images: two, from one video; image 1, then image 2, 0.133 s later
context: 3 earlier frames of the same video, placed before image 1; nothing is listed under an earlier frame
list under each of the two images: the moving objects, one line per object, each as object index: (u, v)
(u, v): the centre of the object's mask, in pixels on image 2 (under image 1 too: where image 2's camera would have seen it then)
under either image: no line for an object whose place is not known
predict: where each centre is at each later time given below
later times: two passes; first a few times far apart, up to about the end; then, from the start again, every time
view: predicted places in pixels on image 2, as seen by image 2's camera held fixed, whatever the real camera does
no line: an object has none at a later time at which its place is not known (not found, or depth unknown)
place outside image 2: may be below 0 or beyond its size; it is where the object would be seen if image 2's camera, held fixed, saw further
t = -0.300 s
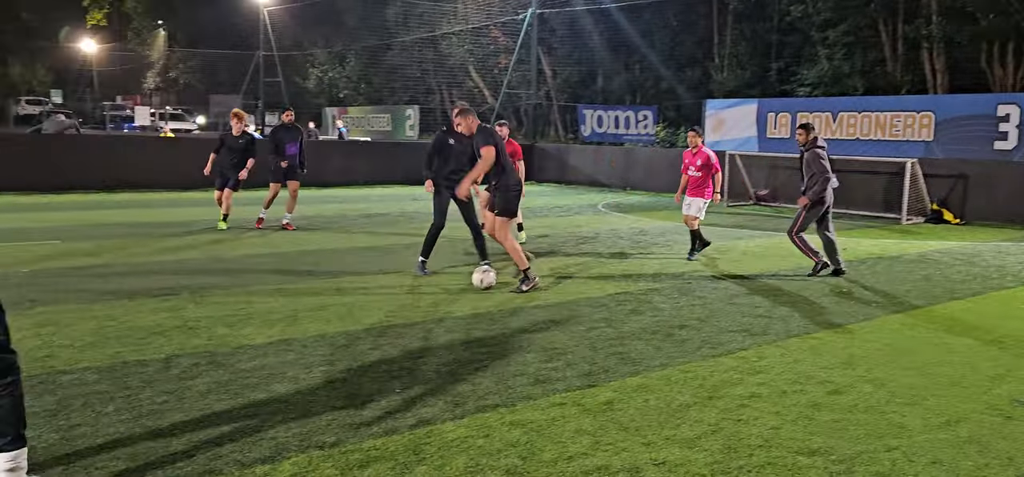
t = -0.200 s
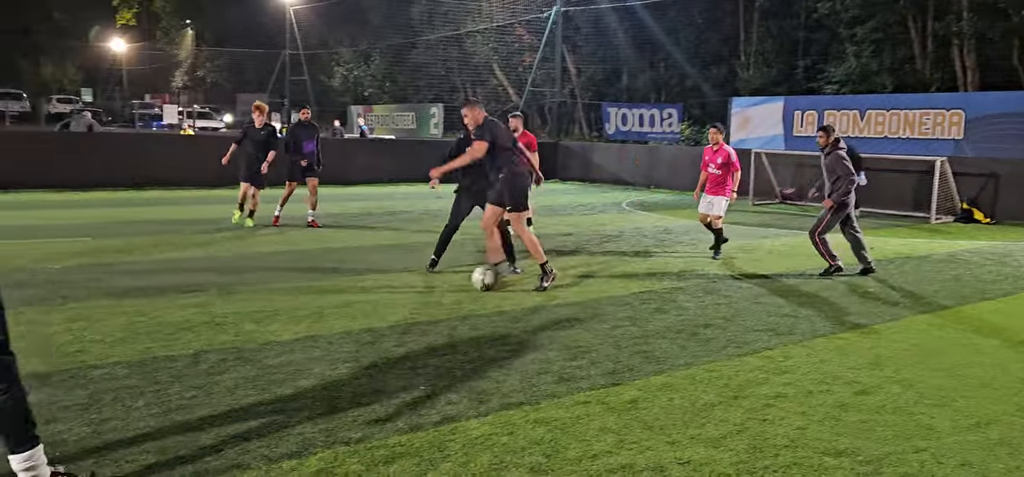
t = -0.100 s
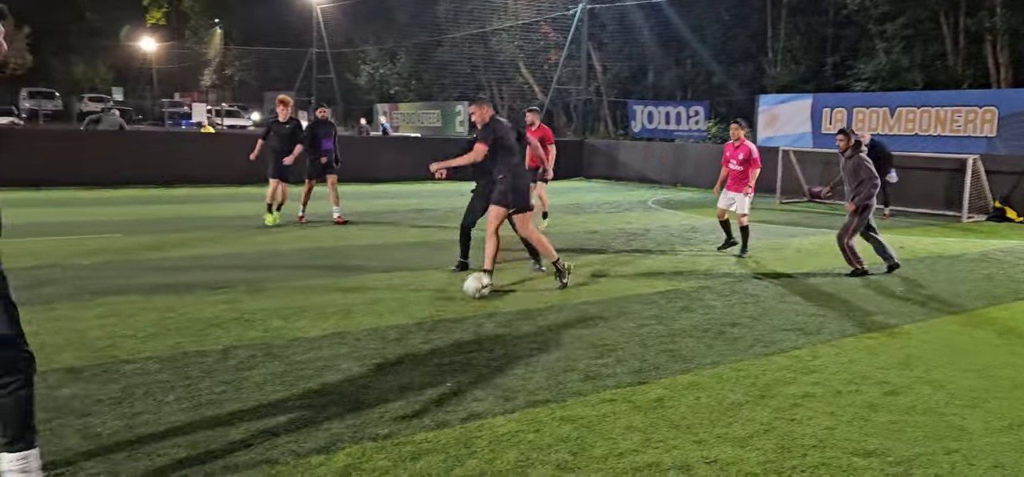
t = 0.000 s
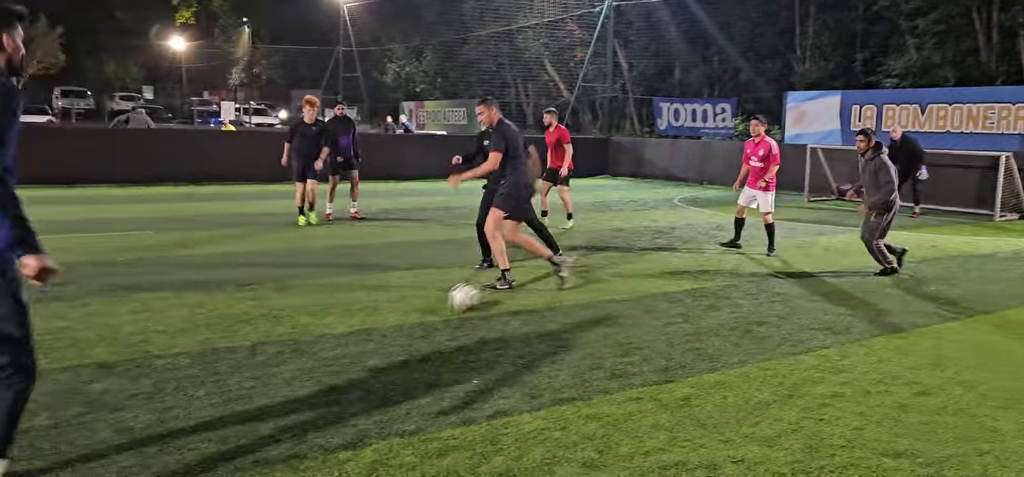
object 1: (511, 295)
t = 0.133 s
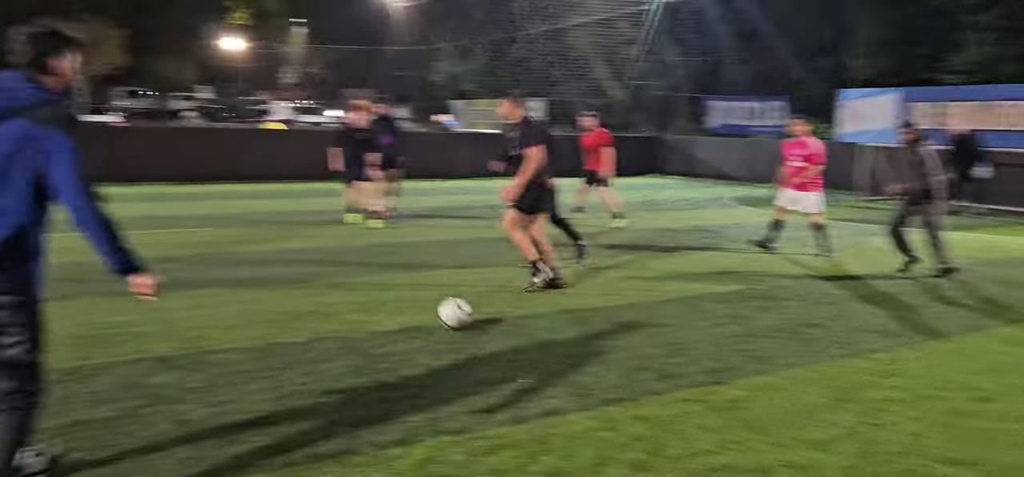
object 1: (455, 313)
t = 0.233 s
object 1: (406, 329)
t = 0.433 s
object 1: (294, 363)
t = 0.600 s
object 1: (178, 394)
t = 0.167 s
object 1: (439, 318)
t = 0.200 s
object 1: (423, 324)
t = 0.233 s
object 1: (406, 329)
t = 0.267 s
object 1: (389, 333)
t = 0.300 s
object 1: (371, 339)
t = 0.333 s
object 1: (353, 345)
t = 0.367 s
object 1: (334, 351)
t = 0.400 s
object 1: (314, 357)
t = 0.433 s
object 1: (294, 363)
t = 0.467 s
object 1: (273, 368)
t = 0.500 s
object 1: (252, 375)
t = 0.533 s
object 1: (229, 383)
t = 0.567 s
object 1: (204, 388)
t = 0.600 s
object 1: (178, 394)
